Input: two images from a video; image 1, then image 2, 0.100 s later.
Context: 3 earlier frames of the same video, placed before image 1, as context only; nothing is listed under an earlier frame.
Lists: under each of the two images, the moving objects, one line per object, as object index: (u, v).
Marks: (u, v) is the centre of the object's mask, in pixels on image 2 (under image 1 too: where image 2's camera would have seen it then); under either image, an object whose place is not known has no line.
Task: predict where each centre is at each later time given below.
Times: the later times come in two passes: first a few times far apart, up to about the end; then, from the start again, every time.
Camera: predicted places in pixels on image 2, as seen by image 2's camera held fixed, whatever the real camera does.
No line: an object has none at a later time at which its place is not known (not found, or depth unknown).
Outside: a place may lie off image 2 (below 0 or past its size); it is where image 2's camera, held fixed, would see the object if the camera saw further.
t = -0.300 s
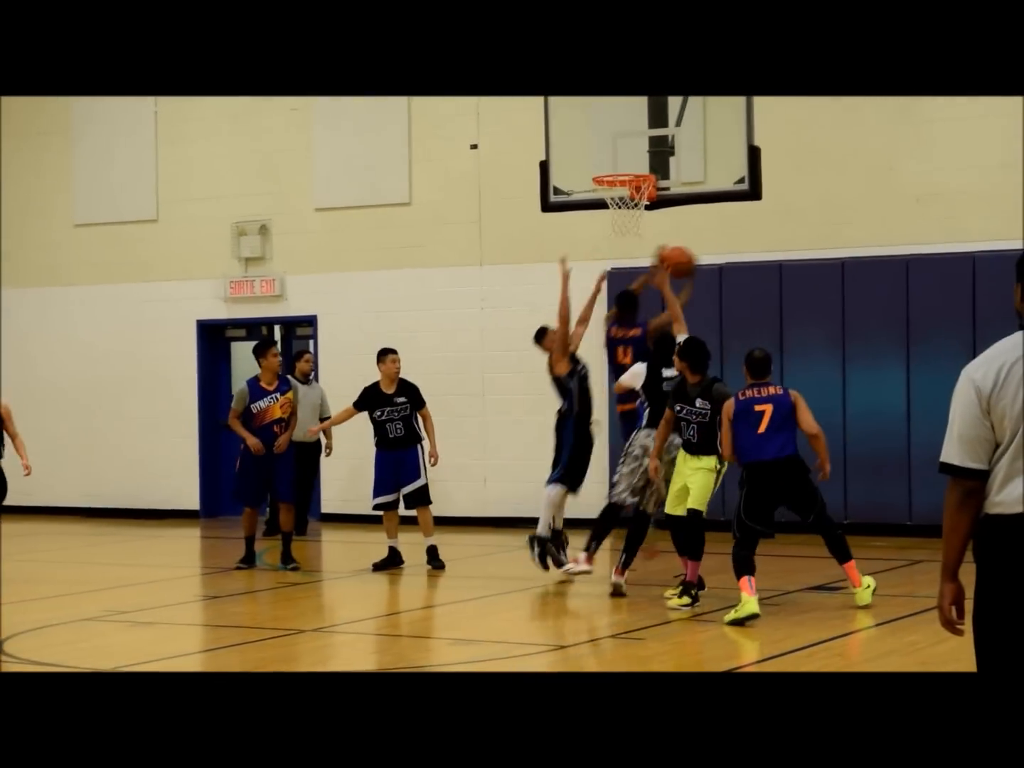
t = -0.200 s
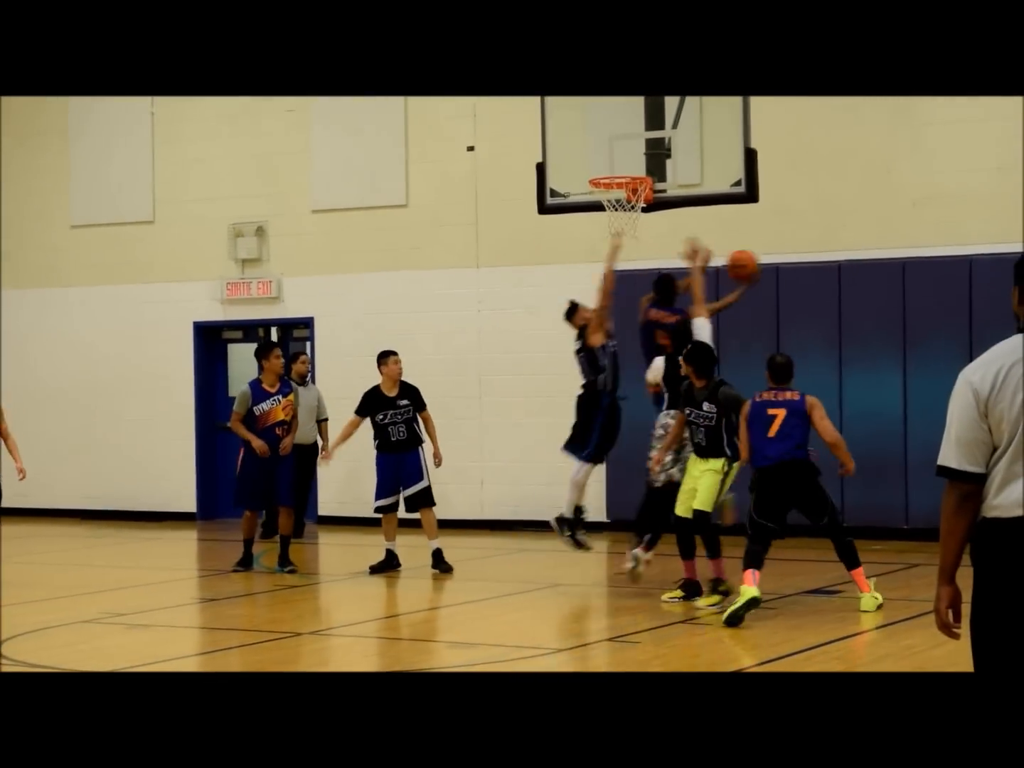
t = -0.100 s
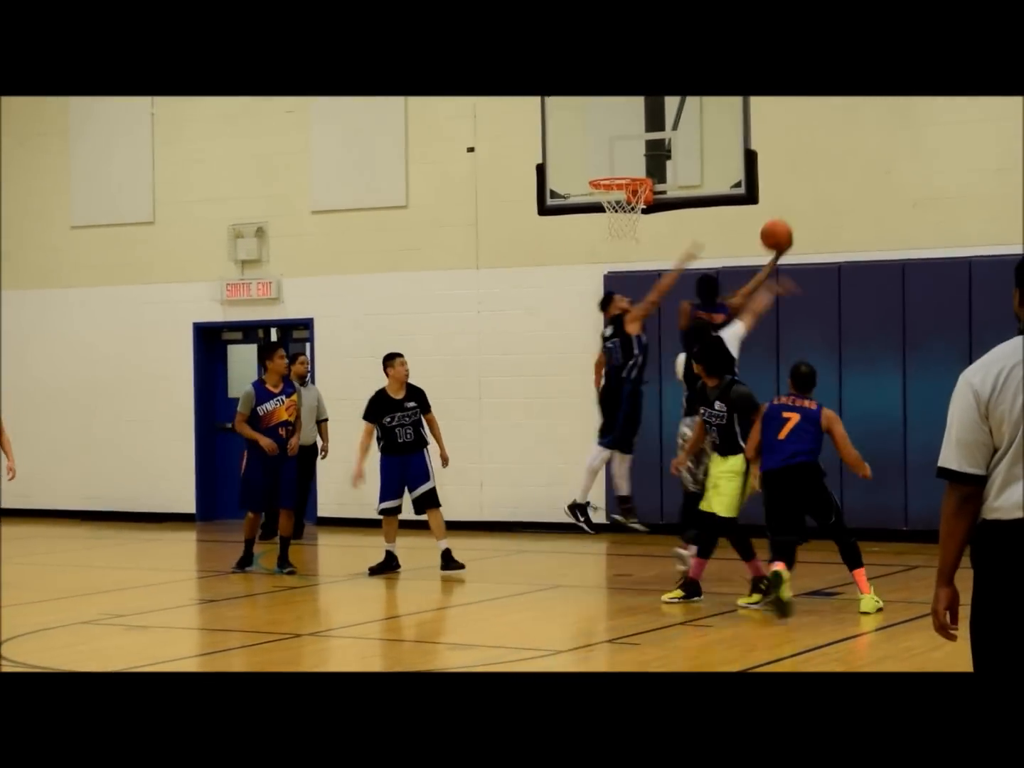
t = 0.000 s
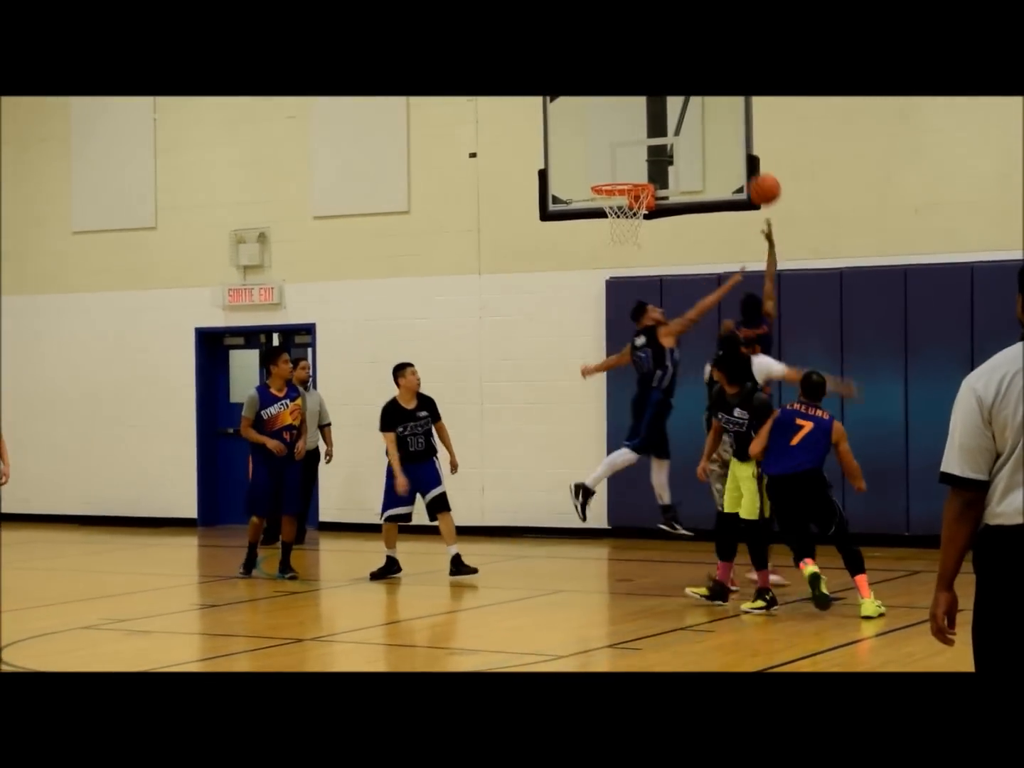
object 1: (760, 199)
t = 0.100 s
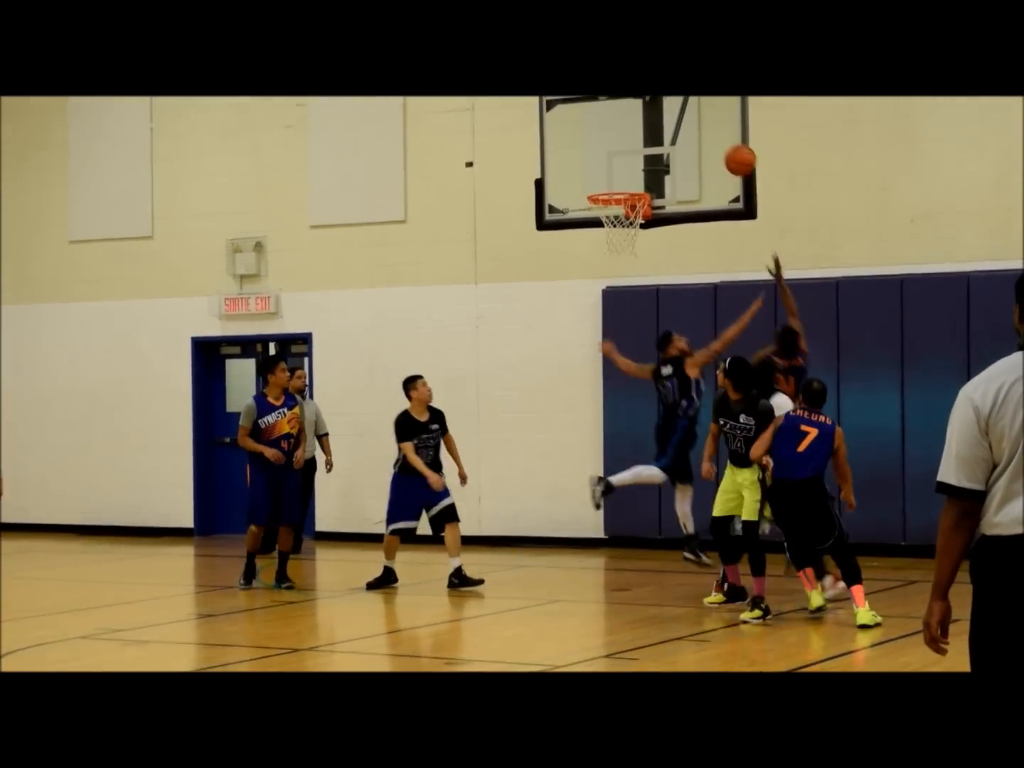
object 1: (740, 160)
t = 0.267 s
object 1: (707, 124)
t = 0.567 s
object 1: (640, 154)
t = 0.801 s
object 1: (599, 238)
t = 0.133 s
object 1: (733, 150)
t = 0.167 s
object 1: (727, 141)
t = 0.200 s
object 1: (720, 134)
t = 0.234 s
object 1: (714, 128)
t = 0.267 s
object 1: (707, 124)
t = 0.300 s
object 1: (700, 122)
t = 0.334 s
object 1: (693, 121)
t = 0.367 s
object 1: (685, 122)
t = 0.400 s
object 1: (677, 123)
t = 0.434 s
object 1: (669, 127)
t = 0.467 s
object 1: (662, 132)
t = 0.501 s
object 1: (655, 138)
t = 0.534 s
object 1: (648, 145)
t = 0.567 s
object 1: (640, 154)
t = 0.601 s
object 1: (632, 164)
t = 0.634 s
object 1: (625, 176)
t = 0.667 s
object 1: (617, 184)
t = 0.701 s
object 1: (609, 205)
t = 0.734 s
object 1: (603, 219)
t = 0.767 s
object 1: (600, 230)
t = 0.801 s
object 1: (599, 238)
